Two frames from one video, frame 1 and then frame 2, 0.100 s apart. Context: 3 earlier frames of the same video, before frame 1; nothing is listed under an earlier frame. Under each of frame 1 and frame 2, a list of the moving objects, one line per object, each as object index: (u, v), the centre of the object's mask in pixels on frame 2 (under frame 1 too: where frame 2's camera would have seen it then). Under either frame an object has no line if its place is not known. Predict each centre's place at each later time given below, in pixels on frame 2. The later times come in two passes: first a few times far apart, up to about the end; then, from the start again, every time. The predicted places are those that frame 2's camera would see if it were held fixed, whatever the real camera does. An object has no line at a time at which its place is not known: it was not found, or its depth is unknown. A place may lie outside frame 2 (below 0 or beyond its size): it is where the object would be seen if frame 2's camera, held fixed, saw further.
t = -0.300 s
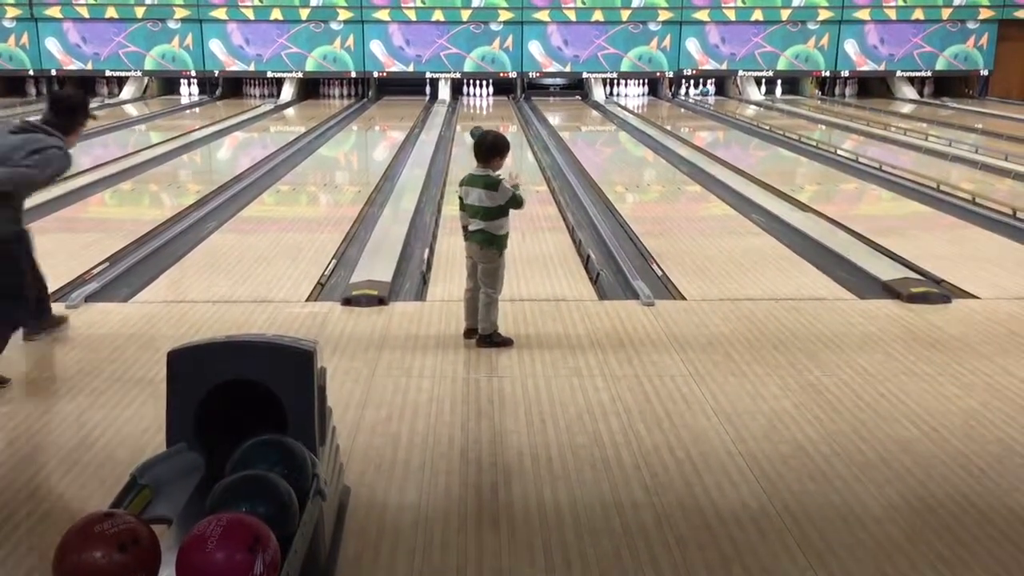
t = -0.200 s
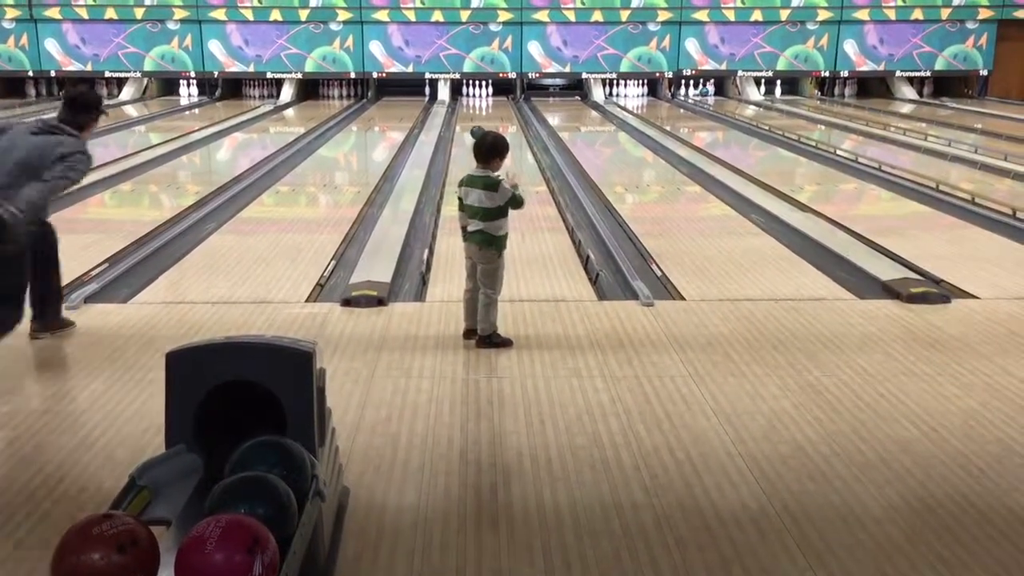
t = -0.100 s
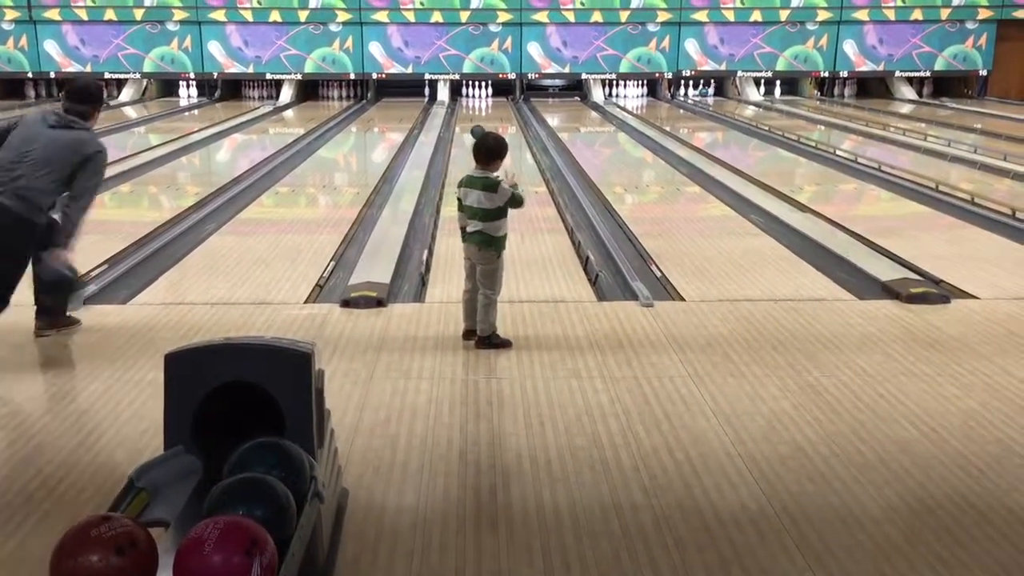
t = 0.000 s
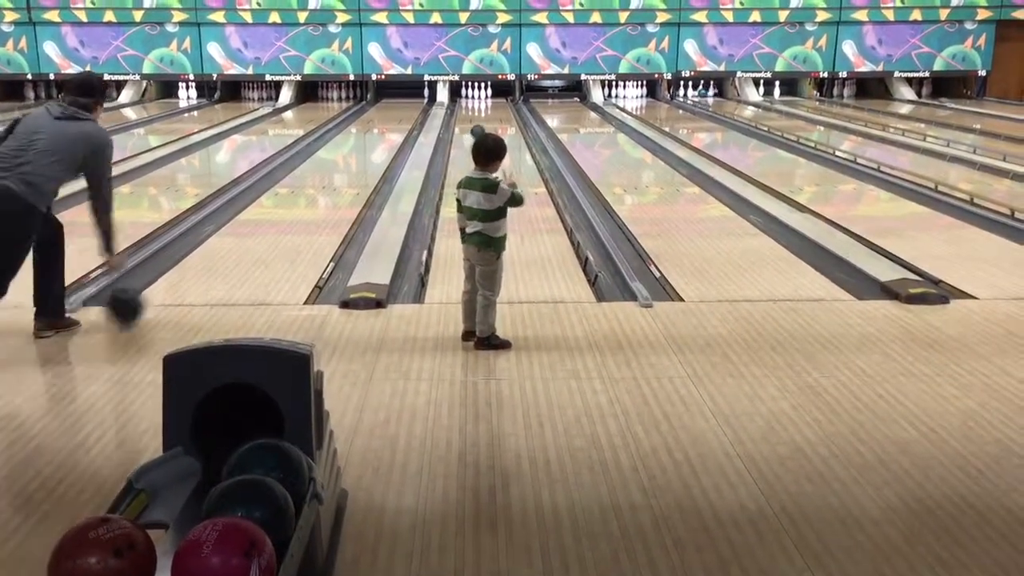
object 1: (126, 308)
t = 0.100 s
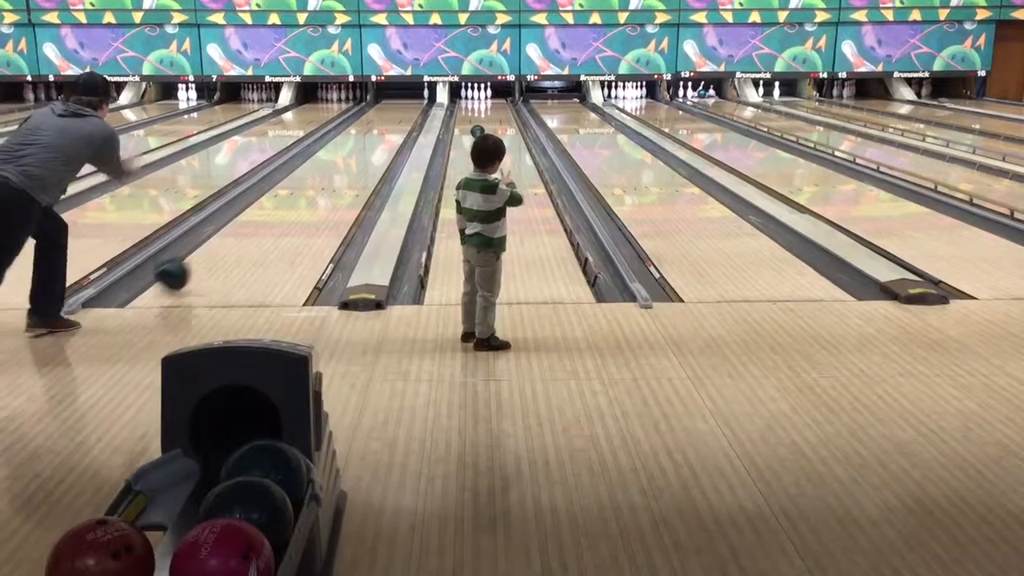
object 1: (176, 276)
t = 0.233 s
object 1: (229, 251)
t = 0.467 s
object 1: (289, 209)
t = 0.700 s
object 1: (330, 180)
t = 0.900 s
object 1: (358, 163)
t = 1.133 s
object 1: (382, 147)
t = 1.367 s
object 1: (404, 134)
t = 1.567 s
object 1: (415, 129)
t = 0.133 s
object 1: (191, 270)
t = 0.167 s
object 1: (205, 265)
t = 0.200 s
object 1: (217, 258)
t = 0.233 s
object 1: (229, 251)
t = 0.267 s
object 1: (239, 244)
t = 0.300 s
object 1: (249, 237)
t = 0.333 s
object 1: (257, 231)
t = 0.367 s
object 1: (266, 225)
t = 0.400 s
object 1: (274, 219)
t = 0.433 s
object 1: (282, 214)
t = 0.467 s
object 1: (289, 209)
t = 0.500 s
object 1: (294, 203)
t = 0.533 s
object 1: (301, 199)
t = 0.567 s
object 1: (307, 194)
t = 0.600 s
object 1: (313, 190)
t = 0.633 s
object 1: (319, 186)
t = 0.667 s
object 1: (325, 183)
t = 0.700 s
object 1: (330, 180)
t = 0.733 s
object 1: (335, 177)
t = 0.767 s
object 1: (340, 174)
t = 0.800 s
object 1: (345, 171)
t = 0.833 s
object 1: (349, 168)
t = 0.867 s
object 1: (354, 165)
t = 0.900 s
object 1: (358, 163)
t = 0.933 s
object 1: (362, 160)
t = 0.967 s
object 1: (365, 158)
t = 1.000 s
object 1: (369, 156)
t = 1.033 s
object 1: (372, 153)
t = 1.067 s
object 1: (376, 151)
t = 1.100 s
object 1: (380, 149)
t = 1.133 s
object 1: (382, 147)
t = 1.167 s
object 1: (386, 144)
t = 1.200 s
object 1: (389, 143)
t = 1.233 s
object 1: (392, 141)
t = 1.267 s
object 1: (395, 139)
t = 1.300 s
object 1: (398, 138)
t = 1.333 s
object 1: (400, 136)
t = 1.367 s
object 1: (404, 134)
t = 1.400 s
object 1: (405, 133)
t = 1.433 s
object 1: (407, 132)
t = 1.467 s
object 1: (410, 131)
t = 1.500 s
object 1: (413, 132)
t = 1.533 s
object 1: (414, 130)
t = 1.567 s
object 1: (415, 129)
